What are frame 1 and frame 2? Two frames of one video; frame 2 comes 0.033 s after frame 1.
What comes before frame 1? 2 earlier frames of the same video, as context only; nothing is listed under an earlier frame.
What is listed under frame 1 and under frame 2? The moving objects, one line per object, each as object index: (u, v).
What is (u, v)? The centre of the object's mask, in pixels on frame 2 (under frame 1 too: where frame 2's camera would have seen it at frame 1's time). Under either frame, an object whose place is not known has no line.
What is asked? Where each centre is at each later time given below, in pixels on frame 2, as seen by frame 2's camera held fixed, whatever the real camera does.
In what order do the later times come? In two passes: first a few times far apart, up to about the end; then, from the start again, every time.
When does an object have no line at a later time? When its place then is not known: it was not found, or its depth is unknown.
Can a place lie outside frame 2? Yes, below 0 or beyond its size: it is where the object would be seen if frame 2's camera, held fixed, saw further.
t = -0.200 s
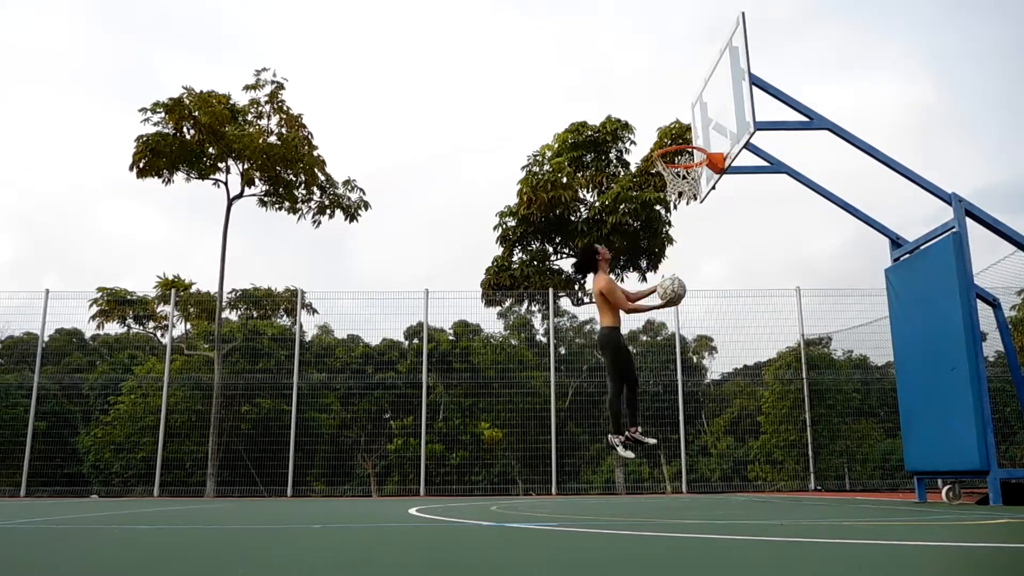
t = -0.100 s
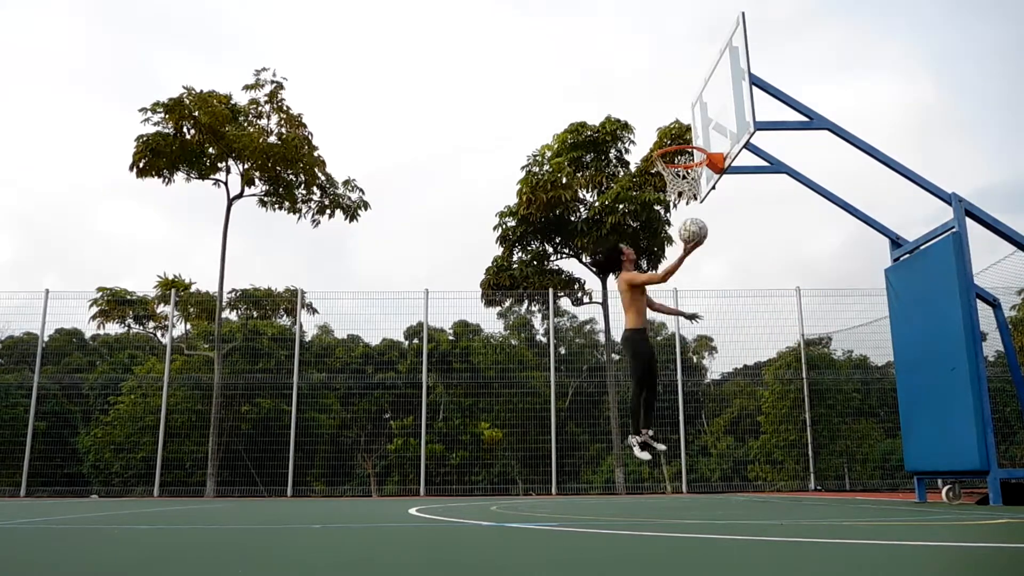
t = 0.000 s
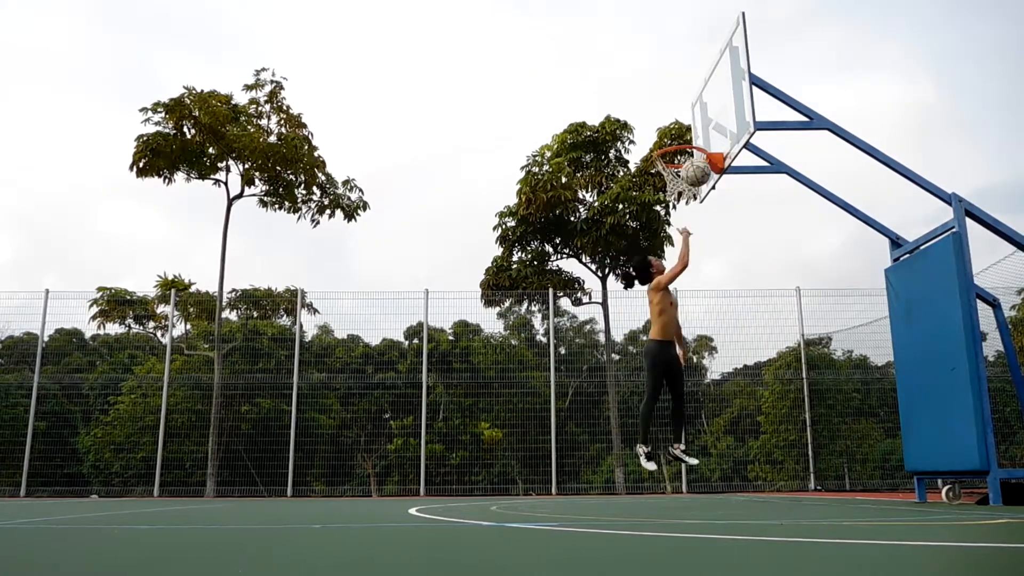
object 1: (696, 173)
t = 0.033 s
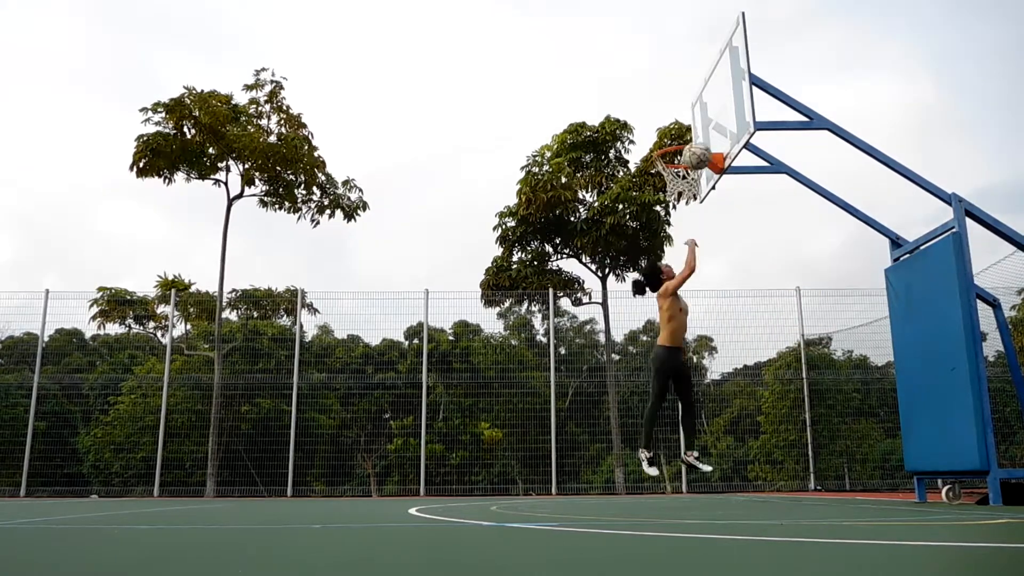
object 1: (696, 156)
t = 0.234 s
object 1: (704, 82)
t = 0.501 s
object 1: (715, 50)
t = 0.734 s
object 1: (702, 82)
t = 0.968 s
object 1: (694, 168)
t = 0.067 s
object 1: (698, 141)
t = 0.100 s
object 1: (699, 126)
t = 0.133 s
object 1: (701, 113)
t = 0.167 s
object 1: (702, 101)
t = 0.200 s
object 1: (703, 91)
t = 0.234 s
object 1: (704, 82)
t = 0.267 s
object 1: (706, 74)
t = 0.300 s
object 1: (708, 67)
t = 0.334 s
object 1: (709, 61)
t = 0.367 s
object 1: (711, 56)
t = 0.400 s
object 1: (713, 53)
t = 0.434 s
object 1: (715, 51)
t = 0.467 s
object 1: (717, 50)
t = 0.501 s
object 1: (715, 50)
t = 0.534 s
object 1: (713, 51)
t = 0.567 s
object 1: (711, 53)
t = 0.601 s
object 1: (709, 57)
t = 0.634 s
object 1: (707, 62)
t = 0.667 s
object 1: (705, 67)
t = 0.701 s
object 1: (704, 74)
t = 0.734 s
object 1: (702, 82)
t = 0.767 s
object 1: (700, 91)
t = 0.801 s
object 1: (699, 102)
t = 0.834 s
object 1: (698, 114)
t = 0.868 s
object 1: (697, 126)
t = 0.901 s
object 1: (695, 140)
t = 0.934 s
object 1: (694, 154)
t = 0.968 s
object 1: (694, 168)
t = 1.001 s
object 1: (694, 184)
